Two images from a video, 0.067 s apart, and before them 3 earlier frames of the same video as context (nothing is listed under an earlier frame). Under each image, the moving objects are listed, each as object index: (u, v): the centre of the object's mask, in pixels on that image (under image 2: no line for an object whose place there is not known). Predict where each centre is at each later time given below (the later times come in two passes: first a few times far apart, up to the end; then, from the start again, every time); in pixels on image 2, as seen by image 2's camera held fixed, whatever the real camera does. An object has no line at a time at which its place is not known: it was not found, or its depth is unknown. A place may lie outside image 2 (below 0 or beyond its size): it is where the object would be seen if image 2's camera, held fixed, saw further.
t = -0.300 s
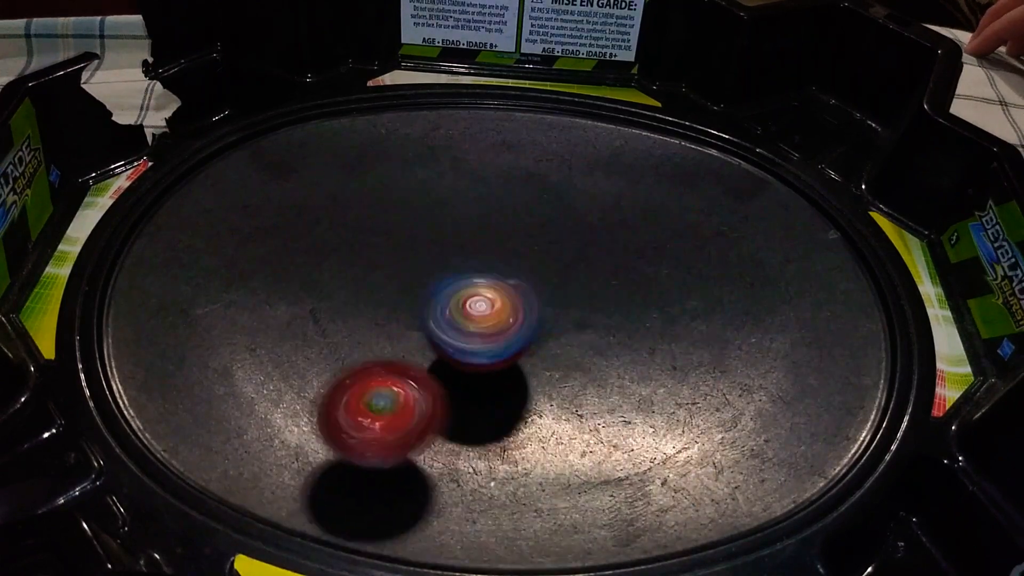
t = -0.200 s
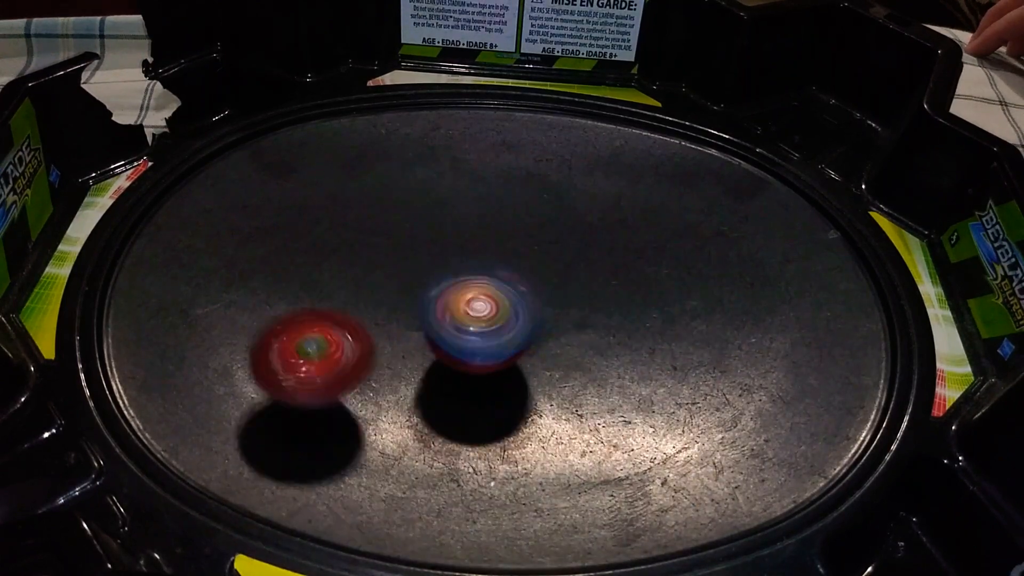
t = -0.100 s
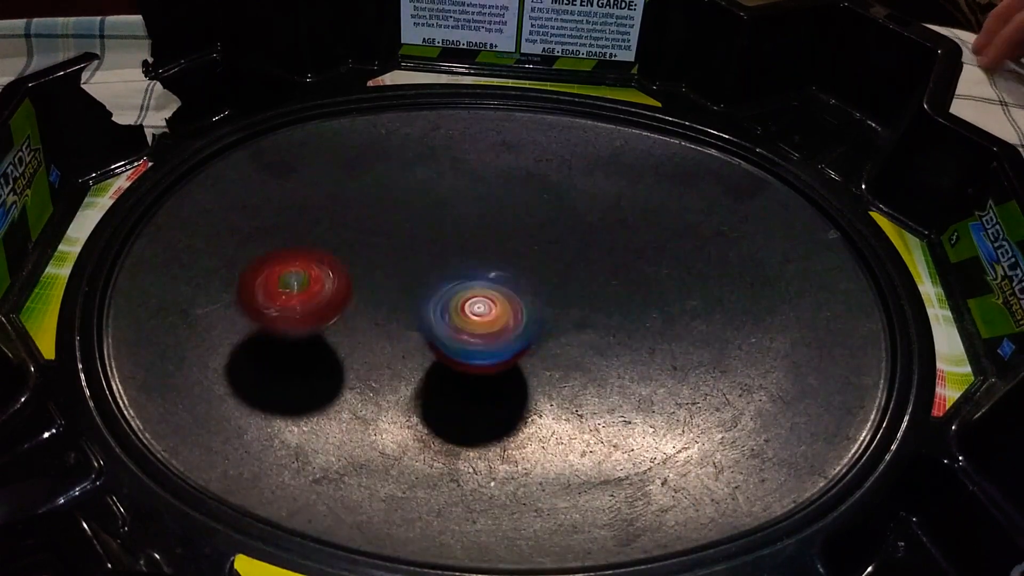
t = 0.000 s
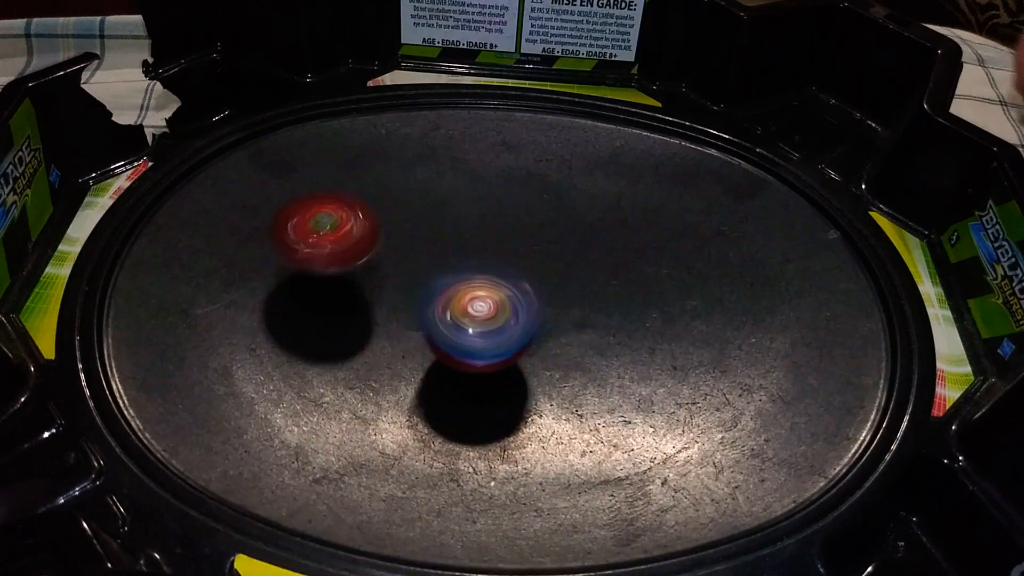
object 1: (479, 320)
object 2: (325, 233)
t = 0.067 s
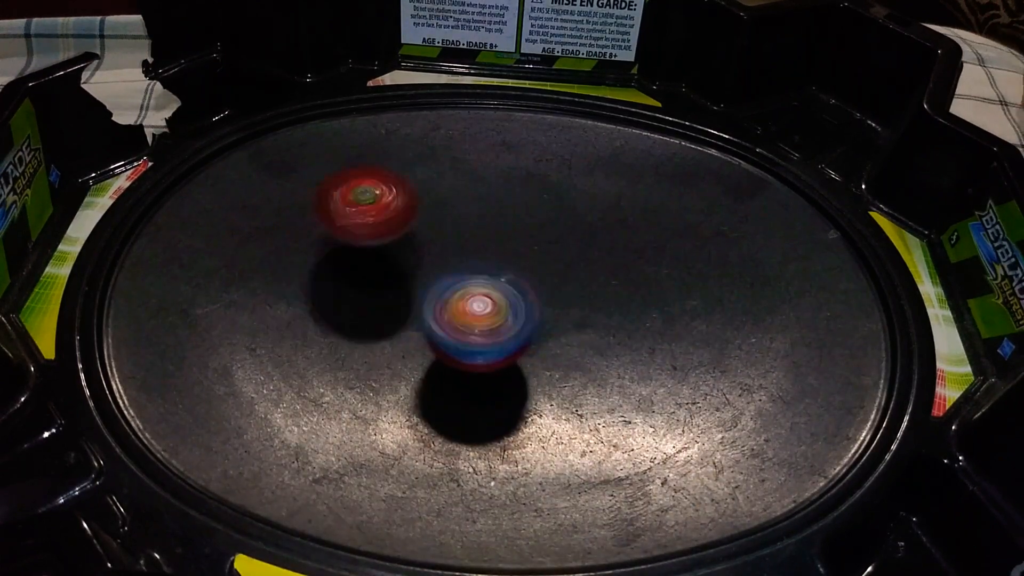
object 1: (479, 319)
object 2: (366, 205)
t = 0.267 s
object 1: (477, 315)
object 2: (528, 198)
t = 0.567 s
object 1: (464, 312)
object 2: (656, 360)
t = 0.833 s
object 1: (465, 320)
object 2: (438, 441)
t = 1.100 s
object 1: (472, 319)
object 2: (313, 295)
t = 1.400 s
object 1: (479, 315)
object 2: (499, 203)
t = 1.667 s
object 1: (477, 314)
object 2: (670, 293)
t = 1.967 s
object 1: (477, 322)
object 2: (513, 429)
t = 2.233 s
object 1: (479, 323)
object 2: (323, 325)
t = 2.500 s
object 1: (475, 319)
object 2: (417, 203)
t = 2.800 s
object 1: (465, 312)
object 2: (621, 263)
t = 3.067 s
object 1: (456, 310)
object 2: (579, 414)
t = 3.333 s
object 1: (469, 315)
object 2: (350, 388)
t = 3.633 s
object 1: (468, 316)
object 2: (387, 231)
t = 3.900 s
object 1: (472, 325)
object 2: (577, 227)
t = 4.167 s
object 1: (474, 321)
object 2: (651, 358)
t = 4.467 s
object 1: (470, 290)
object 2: (419, 432)
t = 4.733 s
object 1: (432, 198)
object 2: (281, 339)
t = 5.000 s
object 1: (471, 169)
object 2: (349, 312)
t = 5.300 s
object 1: (581, 204)
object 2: (469, 380)
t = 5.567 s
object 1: (614, 312)
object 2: (502, 369)
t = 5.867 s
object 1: (678, 304)
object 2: (329, 341)
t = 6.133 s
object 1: (557, 340)
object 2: (417, 260)
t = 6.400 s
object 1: (417, 366)
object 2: (565, 267)
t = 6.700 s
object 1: (343, 352)
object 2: (636, 354)
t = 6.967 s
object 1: (395, 301)
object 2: (492, 367)
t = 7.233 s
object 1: (388, 213)
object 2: (502, 355)
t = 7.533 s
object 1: (463, 214)
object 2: (569, 300)
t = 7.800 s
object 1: (493, 286)
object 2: (621, 317)
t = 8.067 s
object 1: (436, 372)
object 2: (546, 327)
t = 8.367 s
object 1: (418, 416)
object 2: (498, 263)
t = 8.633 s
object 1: (442, 336)
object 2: (493, 254)
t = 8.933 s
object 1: (422, 337)
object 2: (521, 251)
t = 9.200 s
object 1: (430, 379)
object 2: (518, 275)
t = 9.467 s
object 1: (475, 388)
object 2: (530, 270)
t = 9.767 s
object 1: (477, 367)
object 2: (563, 232)
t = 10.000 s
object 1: (462, 339)
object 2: (574, 251)
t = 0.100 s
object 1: (477, 317)
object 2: (391, 197)
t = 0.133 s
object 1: (478, 318)
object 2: (419, 190)
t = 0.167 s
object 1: (478, 317)
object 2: (444, 187)
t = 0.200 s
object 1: (477, 316)
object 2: (473, 188)
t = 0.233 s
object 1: (478, 316)
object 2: (502, 191)
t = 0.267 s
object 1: (477, 315)
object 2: (528, 198)
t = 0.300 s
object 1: (475, 315)
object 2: (555, 208)
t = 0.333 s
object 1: (474, 314)
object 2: (580, 219)
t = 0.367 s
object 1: (473, 313)
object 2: (603, 234)
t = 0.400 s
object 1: (470, 313)
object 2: (624, 251)
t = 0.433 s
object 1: (468, 314)
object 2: (641, 269)
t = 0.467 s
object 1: (466, 312)
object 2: (652, 290)
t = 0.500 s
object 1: (465, 312)
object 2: (660, 313)
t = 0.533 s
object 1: (465, 312)
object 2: (661, 336)
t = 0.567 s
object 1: (464, 312)
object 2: (656, 360)
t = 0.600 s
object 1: (462, 314)
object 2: (646, 382)
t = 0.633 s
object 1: (462, 313)
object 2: (628, 402)
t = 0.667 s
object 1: (464, 315)
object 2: (605, 420)
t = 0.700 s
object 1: (463, 316)
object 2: (576, 432)
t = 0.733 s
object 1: (462, 317)
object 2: (542, 442)
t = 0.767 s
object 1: (461, 317)
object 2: (507, 446)
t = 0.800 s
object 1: (462, 320)
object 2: (471, 446)
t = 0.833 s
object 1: (465, 320)
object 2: (438, 441)
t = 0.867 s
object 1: (465, 322)
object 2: (405, 432)
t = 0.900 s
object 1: (465, 322)
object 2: (375, 419)
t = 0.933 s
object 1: (467, 322)
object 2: (348, 402)
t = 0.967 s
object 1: (469, 322)
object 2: (328, 383)
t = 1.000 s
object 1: (471, 319)
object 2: (314, 362)
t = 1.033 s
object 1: (471, 320)
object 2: (308, 339)
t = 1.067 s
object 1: (471, 319)
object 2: (308, 317)
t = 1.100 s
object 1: (472, 319)
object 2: (313, 295)
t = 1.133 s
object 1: (474, 319)
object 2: (321, 275)
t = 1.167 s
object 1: (474, 319)
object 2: (335, 257)
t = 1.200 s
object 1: (474, 318)
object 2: (351, 242)
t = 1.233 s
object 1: (474, 314)
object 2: (372, 229)
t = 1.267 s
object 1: (475, 314)
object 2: (395, 219)
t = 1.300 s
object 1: (475, 314)
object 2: (421, 210)
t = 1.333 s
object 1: (475, 315)
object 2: (447, 205)
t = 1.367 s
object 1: (475, 318)
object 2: (472, 203)
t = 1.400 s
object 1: (479, 315)
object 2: (499, 203)
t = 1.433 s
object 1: (477, 316)
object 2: (525, 206)
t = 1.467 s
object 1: (476, 315)
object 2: (551, 210)
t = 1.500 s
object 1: (478, 313)
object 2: (576, 218)
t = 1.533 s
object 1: (479, 313)
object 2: (602, 228)
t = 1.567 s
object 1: (479, 313)
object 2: (623, 240)
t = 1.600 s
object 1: (479, 313)
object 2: (642, 256)
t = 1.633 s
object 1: (477, 312)
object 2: (658, 274)
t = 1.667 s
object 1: (477, 314)
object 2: (670, 293)
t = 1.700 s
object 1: (476, 315)
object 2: (675, 314)
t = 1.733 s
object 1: (473, 318)
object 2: (675, 337)
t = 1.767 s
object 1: (473, 316)
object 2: (669, 358)
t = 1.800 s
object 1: (475, 319)
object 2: (653, 378)
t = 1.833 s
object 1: (475, 320)
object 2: (634, 397)
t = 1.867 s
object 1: (476, 322)
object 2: (609, 410)
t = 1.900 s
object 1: (477, 323)
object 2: (578, 420)
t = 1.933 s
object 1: (476, 322)
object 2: (546, 427)
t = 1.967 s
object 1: (477, 322)
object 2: (513, 429)
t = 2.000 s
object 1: (477, 322)
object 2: (480, 426)
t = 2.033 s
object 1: (481, 321)
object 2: (450, 421)
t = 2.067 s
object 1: (482, 322)
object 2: (418, 412)
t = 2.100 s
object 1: (482, 324)
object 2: (390, 398)
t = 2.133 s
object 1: (481, 325)
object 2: (365, 383)
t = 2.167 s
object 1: (481, 324)
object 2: (346, 365)
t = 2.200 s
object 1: (480, 324)
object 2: (332, 346)
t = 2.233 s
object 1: (479, 323)
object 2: (323, 325)
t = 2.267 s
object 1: (478, 323)
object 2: (320, 305)
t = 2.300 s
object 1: (478, 323)
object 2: (322, 285)
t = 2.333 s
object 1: (478, 324)
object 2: (329, 266)
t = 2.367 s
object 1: (477, 323)
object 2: (340, 249)
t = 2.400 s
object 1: (477, 321)
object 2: (354, 233)
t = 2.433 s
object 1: (477, 322)
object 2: (372, 221)
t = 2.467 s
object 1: (475, 325)
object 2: (394, 210)
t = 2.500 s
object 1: (475, 319)
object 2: (417, 203)
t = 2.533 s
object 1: (474, 321)
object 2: (441, 198)
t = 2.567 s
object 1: (472, 321)
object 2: (466, 197)
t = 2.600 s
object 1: (474, 316)
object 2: (492, 198)
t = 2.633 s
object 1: (473, 316)
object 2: (517, 203)
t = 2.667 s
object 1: (471, 314)
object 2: (542, 209)
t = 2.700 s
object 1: (469, 313)
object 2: (564, 219)
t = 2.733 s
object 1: (469, 313)
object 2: (586, 232)
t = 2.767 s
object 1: (465, 313)
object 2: (606, 247)
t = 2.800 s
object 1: (465, 312)
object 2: (621, 263)
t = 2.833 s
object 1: (464, 311)
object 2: (634, 282)
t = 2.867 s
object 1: (463, 312)
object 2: (642, 304)
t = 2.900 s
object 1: (462, 311)
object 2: (644, 324)
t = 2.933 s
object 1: (463, 310)
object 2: (642, 345)
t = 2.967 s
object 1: (462, 309)
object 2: (633, 366)
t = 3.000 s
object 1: (461, 309)
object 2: (621, 385)
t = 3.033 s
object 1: (459, 309)
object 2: (602, 400)
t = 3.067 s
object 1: (456, 310)
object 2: (579, 414)
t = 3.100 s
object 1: (456, 310)
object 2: (549, 425)
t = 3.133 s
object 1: (459, 312)
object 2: (520, 431)
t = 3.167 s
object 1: (460, 312)
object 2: (487, 433)
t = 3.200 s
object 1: (462, 314)
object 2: (456, 430)
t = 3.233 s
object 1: (464, 315)
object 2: (427, 425)
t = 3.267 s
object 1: (465, 315)
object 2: (397, 416)
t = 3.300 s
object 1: (468, 316)
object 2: (370, 403)
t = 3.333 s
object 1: (469, 315)
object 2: (350, 388)
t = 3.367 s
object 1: (469, 315)
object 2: (334, 369)
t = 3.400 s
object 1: (470, 315)
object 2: (324, 349)
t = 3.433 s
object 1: (471, 314)
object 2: (318, 328)
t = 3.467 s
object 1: (470, 313)
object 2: (319, 309)
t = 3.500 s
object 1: (471, 312)
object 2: (325, 289)
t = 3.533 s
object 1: (469, 311)
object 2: (336, 272)
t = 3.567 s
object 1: (468, 311)
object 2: (350, 257)
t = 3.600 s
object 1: (467, 312)
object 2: (368, 242)
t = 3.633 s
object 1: (468, 316)
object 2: (387, 231)
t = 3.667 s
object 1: (467, 316)
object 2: (408, 222)
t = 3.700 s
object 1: (467, 318)
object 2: (432, 216)
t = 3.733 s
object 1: (466, 319)
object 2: (456, 211)
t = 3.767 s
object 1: (470, 320)
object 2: (481, 209)
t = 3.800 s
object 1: (471, 322)
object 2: (504, 210)
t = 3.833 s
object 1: (470, 321)
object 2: (529, 214)
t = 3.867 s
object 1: (472, 323)
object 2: (553, 220)
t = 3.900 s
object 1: (472, 325)
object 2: (577, 227)
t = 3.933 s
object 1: (472, 325)
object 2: (598, 238)
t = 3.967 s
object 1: (474, 321)
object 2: (618, 250)
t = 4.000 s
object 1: (474, 322)
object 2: (634, 264)
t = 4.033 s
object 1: (474, 320)
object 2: (648, 279)
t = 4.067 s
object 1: (474, 320)
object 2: (658, 298)
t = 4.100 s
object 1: (474, 320)
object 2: (663, 318)
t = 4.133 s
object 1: (474, 320)
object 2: (659, 338)
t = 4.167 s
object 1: (474, 321)
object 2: (651, 358)
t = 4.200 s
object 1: (474, 318)
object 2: (638, 376)
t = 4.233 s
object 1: (475, 319)
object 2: (619, 391)
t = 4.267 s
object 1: (475, 319)
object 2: (595, 403)
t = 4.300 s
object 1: (475, 318)
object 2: (566, 412)
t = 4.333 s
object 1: (475, 319)
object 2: (537, 417)
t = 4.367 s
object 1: (475, 318)
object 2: (506, 418)
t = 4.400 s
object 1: (476, 316)
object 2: (477, 414)
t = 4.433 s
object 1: (474, 308)
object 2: (448, 424)
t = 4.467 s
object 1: (470, 290)
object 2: (419, 432)
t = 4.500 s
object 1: (466, 272)
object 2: (393, 432)
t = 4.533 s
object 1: (464, 257)
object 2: (367, 427)
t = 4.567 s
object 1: (459, 242)
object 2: (342, 420)
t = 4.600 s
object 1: (455, 232)
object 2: (320, 408)
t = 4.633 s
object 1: (451, 220)
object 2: (302, 394)
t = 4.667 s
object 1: (444, 209)
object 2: (288, 377)
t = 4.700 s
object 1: (440, 203)
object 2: (282, 359)
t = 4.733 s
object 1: (432, 198)
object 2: (281, 339)
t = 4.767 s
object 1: (426, 194)
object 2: (286, 321)
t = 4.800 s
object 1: (418, 192)
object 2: (297, 303)
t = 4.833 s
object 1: (410, 197)
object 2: (311, 288)
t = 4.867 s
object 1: (408, 202)
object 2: (329, 274)
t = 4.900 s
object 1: (421, 199)
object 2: (333, 279)
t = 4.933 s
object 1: (439, 186)
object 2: (332, 292)
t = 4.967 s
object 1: (454, 175)
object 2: (338, 304)
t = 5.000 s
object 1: (471, 169)
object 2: (349, 312)
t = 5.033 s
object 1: (484, 166)
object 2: (363, 319)
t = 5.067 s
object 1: (495, 164)
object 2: (378, 326)
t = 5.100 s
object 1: (508, 162)
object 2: (395, 333)
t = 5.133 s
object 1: (519, 164)
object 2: (410, 341)
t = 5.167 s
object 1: (534, 169)
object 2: (424, 349)
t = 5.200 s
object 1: (546, 175)
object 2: (439, 358)
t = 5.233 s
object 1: (559, 185)
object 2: (450, 366)
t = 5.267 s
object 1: (571, 192)
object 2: (461, 374)
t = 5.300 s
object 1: (581, 204)
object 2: (469, 380)
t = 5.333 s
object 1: (590, 214)
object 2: (475, 386)
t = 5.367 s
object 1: (598, 229)
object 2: (480, 389)
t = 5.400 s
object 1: (605, 238)
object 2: (484, 390)
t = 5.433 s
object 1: (611, 256)
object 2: (487, 389)
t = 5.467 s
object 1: (615, 269)
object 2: (489, 387)
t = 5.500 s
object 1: (617, 284)
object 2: (493, 382)
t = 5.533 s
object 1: (616, 297)
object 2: (497, 376)
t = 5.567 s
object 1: (614, 312)
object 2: (502, 369)
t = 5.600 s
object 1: (629, 314)
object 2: (485, 373)
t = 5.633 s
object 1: (654, 305)
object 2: (453, 384)
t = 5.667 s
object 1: (667, 301)
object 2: (424, 388)
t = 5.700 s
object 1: (679, 299)
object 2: (400, 389)
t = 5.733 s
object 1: (685, 300)
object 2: (381, 384)
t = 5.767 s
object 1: (689, 301)
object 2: (362, 377)
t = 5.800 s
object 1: (689, 300)
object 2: (346, 367)
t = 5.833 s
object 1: (685, 303)
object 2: (335, 355)
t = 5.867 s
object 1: (678, 304)
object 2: (329, 341)
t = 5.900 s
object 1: (667, 307)
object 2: (329, 327)
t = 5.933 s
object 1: (654, 310)
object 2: (332, 314)
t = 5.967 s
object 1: (643, 315)
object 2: (340, 301)
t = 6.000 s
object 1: (627, 317)
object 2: (352, 289)
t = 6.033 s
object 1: (610, 323)
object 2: (366, 279)
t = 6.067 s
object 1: (595, 329)
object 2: (382, 271)
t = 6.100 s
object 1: (575, 334)
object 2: (399, 265)
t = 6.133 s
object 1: (557, 340)
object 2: (417, 260)
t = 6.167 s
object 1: (540, 345)
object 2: (436, 257)
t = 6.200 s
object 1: (521, 348)
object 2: (456, 255)
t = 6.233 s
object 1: (506, 352)
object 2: (475, 255)
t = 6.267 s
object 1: (487, 354)
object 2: (494, 256)
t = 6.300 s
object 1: (468, 359)
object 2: (511, 256)
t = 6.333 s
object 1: (452, 362)
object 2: (529, 259)
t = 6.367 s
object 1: (434, 363)
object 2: (547, 262)
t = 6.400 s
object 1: (417, 366)
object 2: (565, 267)
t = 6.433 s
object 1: (404, 365)
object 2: (580, 272)
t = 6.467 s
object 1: (388, 367)
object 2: (596, 278)
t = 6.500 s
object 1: (377, 368)
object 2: (610, 286)
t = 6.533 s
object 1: (367, 365)
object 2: (622, 294)
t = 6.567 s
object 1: (358, 367)
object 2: (633, 305)
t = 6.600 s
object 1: (350, 364)
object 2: (640, 316)
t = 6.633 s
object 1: (344, 360)
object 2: (643, 329)
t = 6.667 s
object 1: (344, 357)
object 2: (642, 342)
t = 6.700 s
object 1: (343, 352)
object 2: (636, 354)
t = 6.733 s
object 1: (346, 349)
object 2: (624, 365)
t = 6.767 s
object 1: (349, 346)
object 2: (609, 374)
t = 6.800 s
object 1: (354, 340)
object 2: (589, 379)
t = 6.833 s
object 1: (361, 334)
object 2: (567, 381)
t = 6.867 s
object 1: (371, 328)
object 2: (547, 380)
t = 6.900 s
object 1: (378, 321)
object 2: (524, 377)
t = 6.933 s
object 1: (389, 313)
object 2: (505, 371)
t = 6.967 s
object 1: (395, 301)
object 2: (492, 367)
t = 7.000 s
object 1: (387, 282)
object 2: (498, 371)
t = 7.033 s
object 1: (379, 267)
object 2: (500, 373)
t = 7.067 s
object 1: (378, 255)
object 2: (501, 373)
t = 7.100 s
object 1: (376, 247)
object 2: (500, 372)
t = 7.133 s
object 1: (377, 238)
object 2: (499, 370)
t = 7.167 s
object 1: (377, 230)
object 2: (499, 367)
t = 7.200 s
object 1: (381, 218)
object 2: (500, 362)
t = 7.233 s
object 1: (388, 213)
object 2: (502, 355)
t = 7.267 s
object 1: (393, 204)
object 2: (505, 347)
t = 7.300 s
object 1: (402, 200)
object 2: (510, 339)
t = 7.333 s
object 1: (409, 195)
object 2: (516, 332)
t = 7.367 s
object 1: (415, 192)
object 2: (523, 326)
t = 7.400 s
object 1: (426, 194)
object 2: (531, 319)
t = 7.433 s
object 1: (431, 194)
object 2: (540, 313)
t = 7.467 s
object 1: (439, 197)
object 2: (550, 308)
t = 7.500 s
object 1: (455, 206)
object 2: (561, 302)
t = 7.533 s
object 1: (463, 214)
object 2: (569, 300)
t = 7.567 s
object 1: (475, 221)
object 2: (578, 298)
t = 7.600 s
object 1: (485, 231)
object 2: (586, 296)
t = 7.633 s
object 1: (494, 237)
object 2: (592, 297)
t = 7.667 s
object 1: (500, 248)
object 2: (597, 299)
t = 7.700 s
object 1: (503, 254)
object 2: (604, 303)
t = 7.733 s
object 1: (505, 266)
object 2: (610, 307)
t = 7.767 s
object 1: (503, 277)
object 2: (618, 313)
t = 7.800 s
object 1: (493, 286)
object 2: (621, 317)
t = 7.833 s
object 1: (485, 294)
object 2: (620, 320)
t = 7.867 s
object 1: (472, 307)
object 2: (618, 324)
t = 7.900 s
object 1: (462, 314)
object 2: (610, 328)
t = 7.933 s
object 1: (456, 328)
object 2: (600, 332)
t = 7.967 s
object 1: (450, 336)
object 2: (589, 333)
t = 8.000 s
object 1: (447, 346)
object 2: (576, 333)
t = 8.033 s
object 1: (440, 357)
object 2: (561, 331)
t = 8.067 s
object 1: (436, 372)
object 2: (546, 327)
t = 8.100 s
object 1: (425, 382)
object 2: (536, 320)
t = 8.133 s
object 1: (421, 396)
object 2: (529, 311)
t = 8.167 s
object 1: (413, 404)
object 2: (524, 303)
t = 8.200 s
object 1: (411, 414)
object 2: (519, 294)
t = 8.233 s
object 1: (408, 422)
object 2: (516, 288)
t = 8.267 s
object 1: (408, 422)
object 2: (511, 281)
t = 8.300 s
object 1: (412, 423)
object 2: (507, 274)
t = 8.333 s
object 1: (414, 423)
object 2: (502, 268)
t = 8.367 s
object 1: (418, 416)
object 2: (498, 263)
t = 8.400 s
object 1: (420, 413)
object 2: (495, 257)
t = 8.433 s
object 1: (426, 403)
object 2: (492, 254)
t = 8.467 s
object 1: (431, 393)
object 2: (492, 251)
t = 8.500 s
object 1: (434, 382)
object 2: (492, 250)
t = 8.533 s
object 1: (437, 367)
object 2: (493, 250)
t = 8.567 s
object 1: (441, 357)
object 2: (494, 251)
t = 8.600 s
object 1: (442, 344)
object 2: (494, 253)
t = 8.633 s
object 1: (442, 336)
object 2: (493, 254)
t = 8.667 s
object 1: (443, 333)
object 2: (494, 250)
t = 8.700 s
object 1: (439, 329)
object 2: (497, 248)
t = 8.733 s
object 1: (440, 325)
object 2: (499, 247)
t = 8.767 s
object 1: (440, 322)
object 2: (502, 247)
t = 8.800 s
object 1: (437, 321)
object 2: (504, 246)
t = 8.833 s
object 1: (434, 323)
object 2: (509, 244)
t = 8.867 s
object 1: (425, 329)
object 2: (513, 245)
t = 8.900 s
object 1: (424, 334)
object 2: (517, 247)
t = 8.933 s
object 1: (422, 337)
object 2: (521, 251)
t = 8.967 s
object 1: (421, 342)
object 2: (523, 255)
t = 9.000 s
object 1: (424, 347)
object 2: (525, 261)
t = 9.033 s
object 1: (425, 351)
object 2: (524, 267)
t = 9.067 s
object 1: (427, 351)
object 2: (520, 273)
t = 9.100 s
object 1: (434, 353)
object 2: (516, 280)
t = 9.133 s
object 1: (432, 360)
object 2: (513, 283)
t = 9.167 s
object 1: (428, 371)
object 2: (516, 278)
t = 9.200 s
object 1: (430, 379)
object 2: (518, 275)
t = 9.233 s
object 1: (432, 388)
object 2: (520, 274)
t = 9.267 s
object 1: (435, 395)
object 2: (522, 272)
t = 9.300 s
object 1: (441, 395)
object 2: (523, 271)
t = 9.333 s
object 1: (450, 399)
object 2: (525, 269)
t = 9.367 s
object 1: (456, 398)
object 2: (526, 269)
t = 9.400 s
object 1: (462, 394)
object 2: (526, 269)
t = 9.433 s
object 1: (470, 392)
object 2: (528, 269)
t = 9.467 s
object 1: (475, 388)
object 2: (530, 270)
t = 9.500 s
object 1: (483, 378)
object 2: (531, 271)
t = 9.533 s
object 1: (492, 370)
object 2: (532, 272)
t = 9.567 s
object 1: (496, 359)
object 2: (534, 272)
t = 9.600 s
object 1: (489, 356)
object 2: (537, 266)
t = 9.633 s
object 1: (486, 362)
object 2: (543, 254)
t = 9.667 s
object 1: (482, 365)
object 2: (548, 245)
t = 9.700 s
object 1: (481, 365)
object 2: (553, 241)
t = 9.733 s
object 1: (481, 368)
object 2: (559, 235)
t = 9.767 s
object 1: (477, 367)
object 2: (563, 232)
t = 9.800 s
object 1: (475, 367)
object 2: (568, 228)
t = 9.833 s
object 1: (472, 363)
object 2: (571, 228)
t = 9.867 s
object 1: (472, 359)
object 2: (575, 228)
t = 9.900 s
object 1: (470, 357)
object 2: (578, 231)
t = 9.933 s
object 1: (470, 350)
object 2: (579, 235)
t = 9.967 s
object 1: (466, 344)
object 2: (578, 243)
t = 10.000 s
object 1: (462, 339)
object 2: (574, 251)
